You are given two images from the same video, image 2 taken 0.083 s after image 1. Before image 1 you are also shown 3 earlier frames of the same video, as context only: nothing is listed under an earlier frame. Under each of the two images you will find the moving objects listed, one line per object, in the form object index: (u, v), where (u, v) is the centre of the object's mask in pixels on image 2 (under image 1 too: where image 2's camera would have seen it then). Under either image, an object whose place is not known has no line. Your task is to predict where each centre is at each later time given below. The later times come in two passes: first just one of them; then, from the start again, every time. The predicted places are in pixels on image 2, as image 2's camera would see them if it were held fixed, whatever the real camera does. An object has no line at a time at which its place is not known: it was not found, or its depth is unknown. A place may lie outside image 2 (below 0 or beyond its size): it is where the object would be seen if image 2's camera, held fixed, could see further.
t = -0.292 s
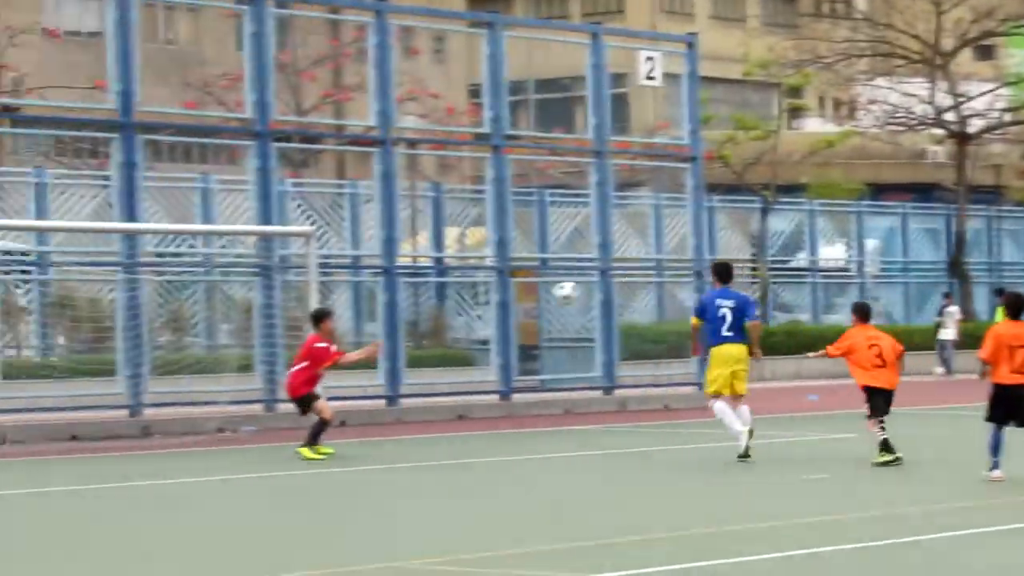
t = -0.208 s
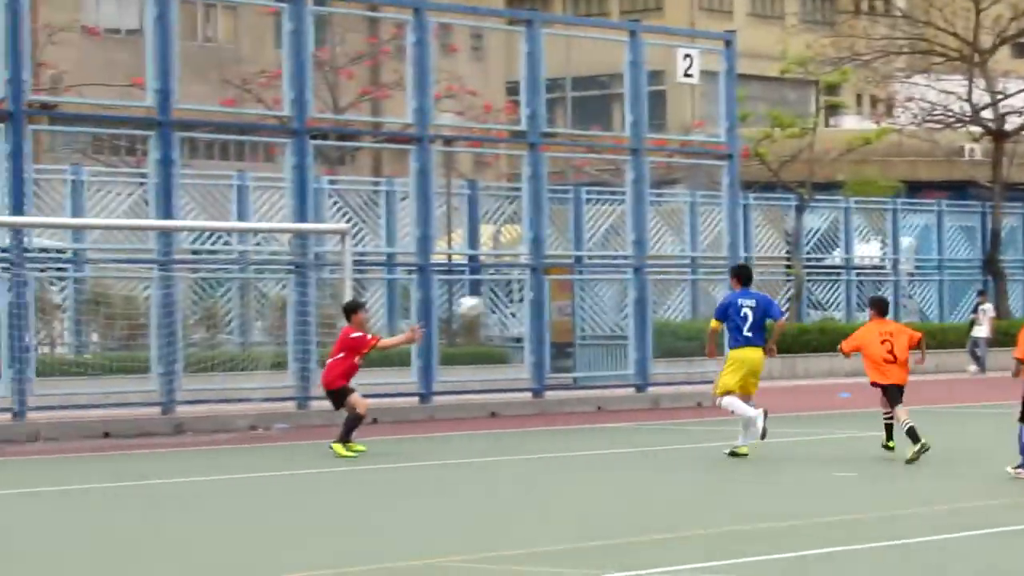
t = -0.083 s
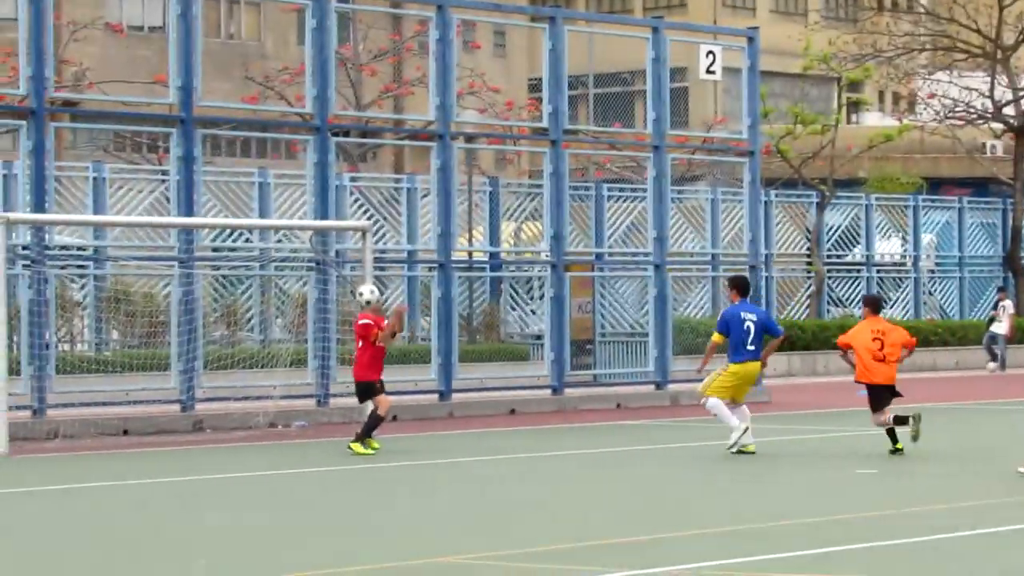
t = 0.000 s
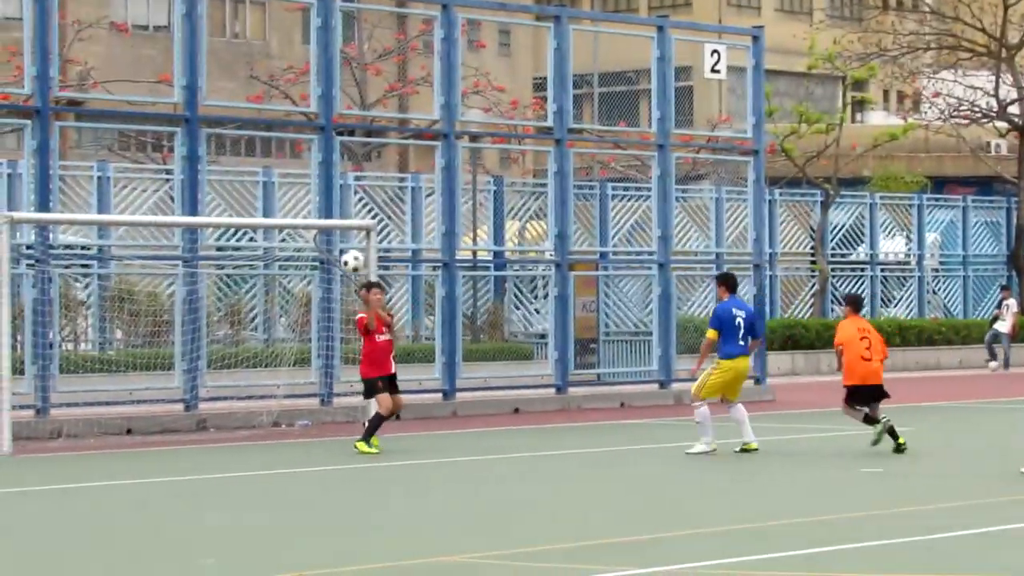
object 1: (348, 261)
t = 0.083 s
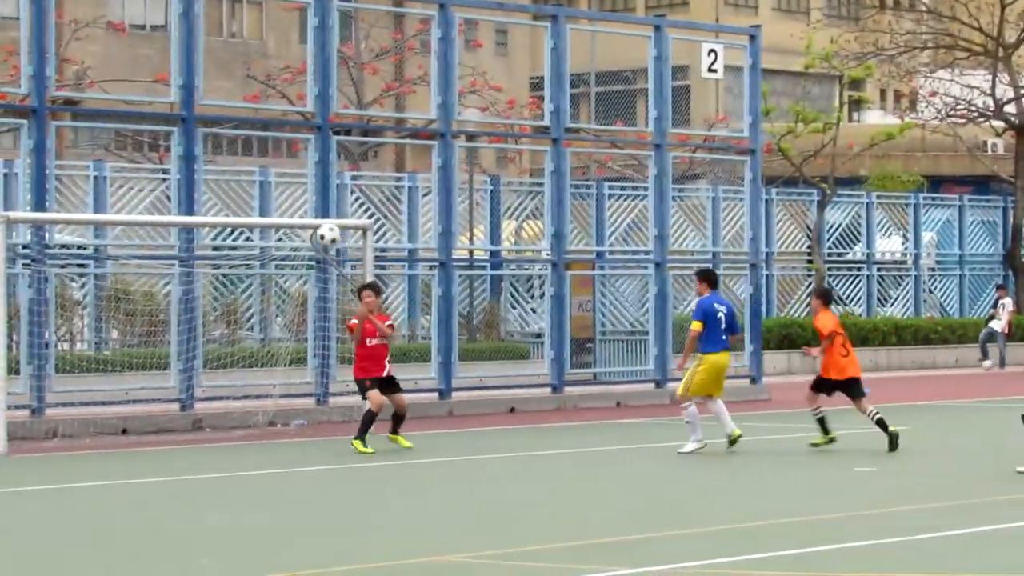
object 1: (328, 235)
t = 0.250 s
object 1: (286, 205)
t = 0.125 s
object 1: (318, 224)
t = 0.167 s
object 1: (308, 216)
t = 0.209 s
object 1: (297, 210)
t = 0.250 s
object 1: (286, 205)
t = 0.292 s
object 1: (275, 202)
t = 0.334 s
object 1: (263, 201)
